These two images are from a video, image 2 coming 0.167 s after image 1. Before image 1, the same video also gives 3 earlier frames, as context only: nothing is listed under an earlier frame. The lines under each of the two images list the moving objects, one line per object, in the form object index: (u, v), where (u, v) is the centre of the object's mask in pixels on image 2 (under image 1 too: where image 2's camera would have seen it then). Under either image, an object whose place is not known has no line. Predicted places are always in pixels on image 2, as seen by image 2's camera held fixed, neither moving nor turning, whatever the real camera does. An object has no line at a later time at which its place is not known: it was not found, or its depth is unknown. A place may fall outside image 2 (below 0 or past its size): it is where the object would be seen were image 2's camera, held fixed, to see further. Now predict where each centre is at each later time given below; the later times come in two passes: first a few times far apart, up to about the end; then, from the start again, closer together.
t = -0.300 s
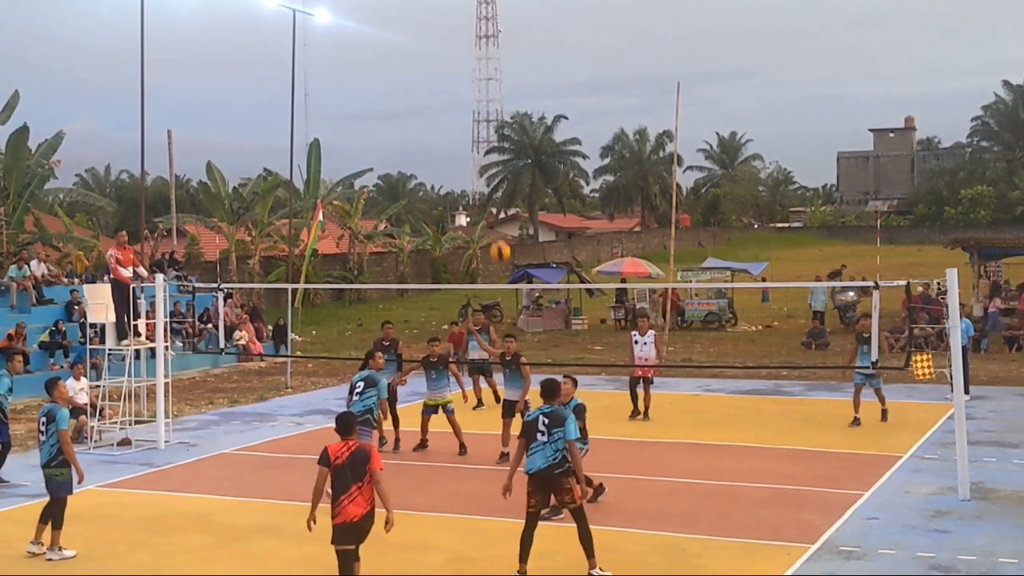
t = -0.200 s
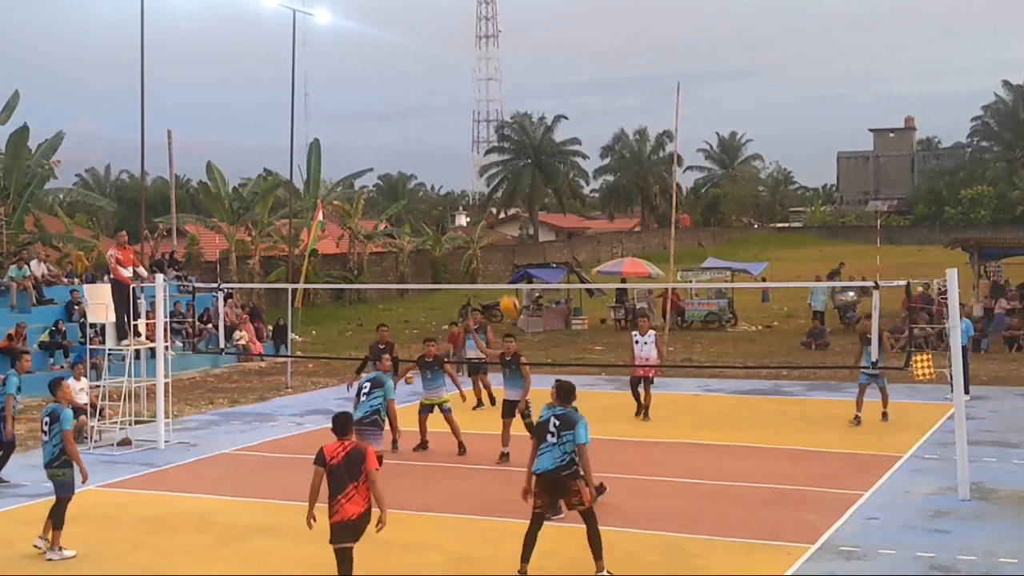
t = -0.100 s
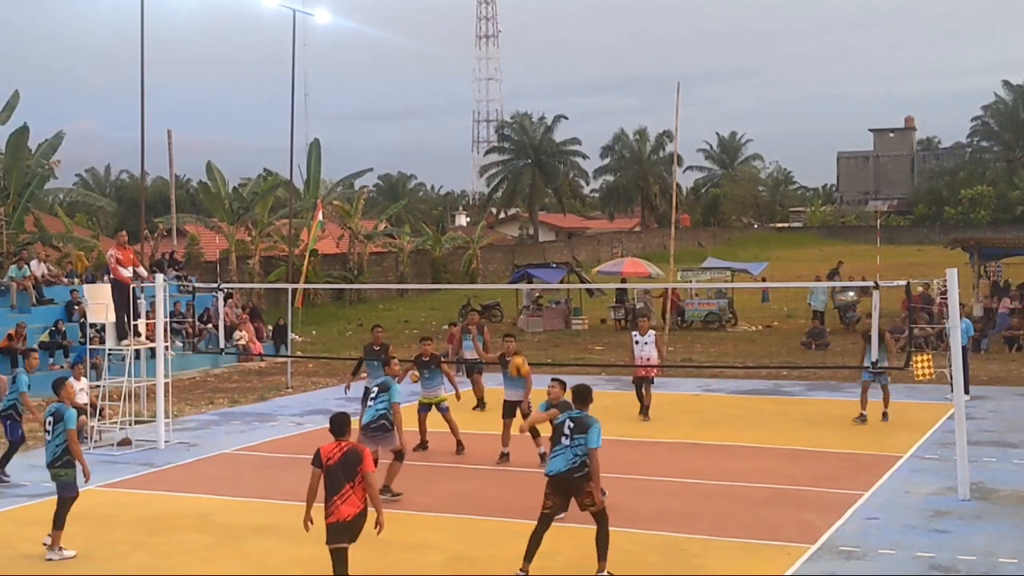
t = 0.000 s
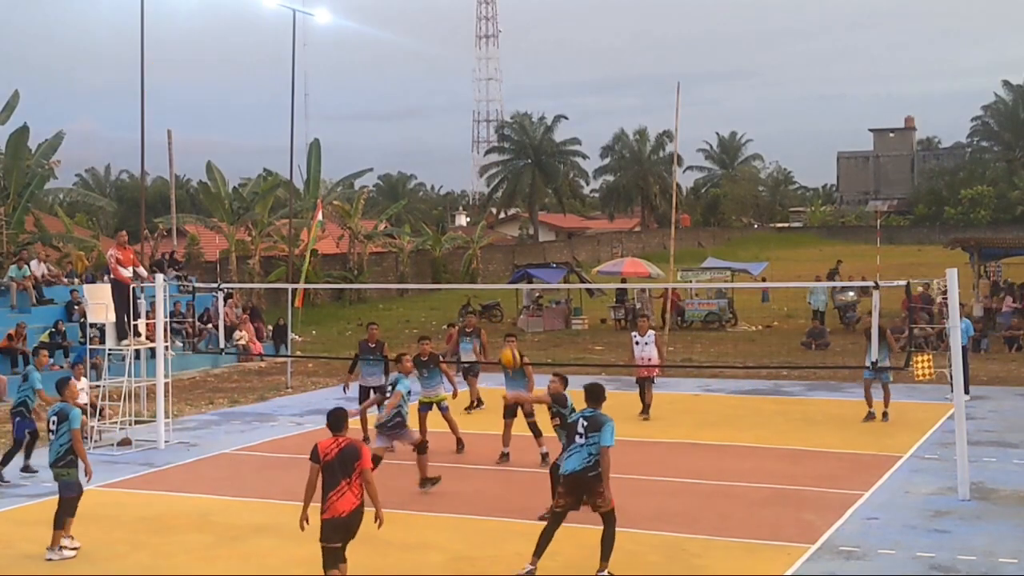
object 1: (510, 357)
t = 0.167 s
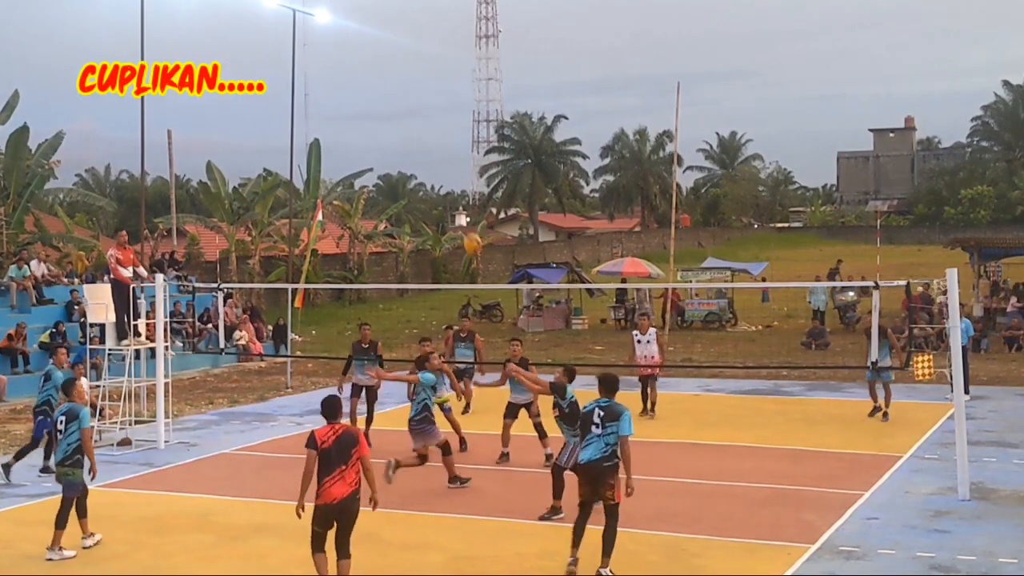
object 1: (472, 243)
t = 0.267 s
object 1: (452, 193)
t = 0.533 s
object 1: (403, 105)
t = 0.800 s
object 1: (364, 88)
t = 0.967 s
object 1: (342, 109)
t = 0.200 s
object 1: (464, 224)
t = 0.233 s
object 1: (458, 207)
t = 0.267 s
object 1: (452, 193)
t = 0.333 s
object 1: (438, 162)
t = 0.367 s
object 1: (432, 148)
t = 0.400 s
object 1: (426, 140)
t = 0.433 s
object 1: (420, 130)
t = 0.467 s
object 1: (415, 121)
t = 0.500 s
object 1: (409, 112)
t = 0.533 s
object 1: (403, 105)
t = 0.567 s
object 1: (398, 98)
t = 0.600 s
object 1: (393, 93)
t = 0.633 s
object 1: (388, 90)
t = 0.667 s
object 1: (383, 90)
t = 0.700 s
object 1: (377, 87)
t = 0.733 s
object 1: (372, 87)
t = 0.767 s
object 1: (368, 87)
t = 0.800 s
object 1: (364, 88)
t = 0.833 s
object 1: (359, 90)
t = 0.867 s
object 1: (354, 92)
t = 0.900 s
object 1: (350, 94)
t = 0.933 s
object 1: (346, 103)
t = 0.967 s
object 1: (342, 109)
